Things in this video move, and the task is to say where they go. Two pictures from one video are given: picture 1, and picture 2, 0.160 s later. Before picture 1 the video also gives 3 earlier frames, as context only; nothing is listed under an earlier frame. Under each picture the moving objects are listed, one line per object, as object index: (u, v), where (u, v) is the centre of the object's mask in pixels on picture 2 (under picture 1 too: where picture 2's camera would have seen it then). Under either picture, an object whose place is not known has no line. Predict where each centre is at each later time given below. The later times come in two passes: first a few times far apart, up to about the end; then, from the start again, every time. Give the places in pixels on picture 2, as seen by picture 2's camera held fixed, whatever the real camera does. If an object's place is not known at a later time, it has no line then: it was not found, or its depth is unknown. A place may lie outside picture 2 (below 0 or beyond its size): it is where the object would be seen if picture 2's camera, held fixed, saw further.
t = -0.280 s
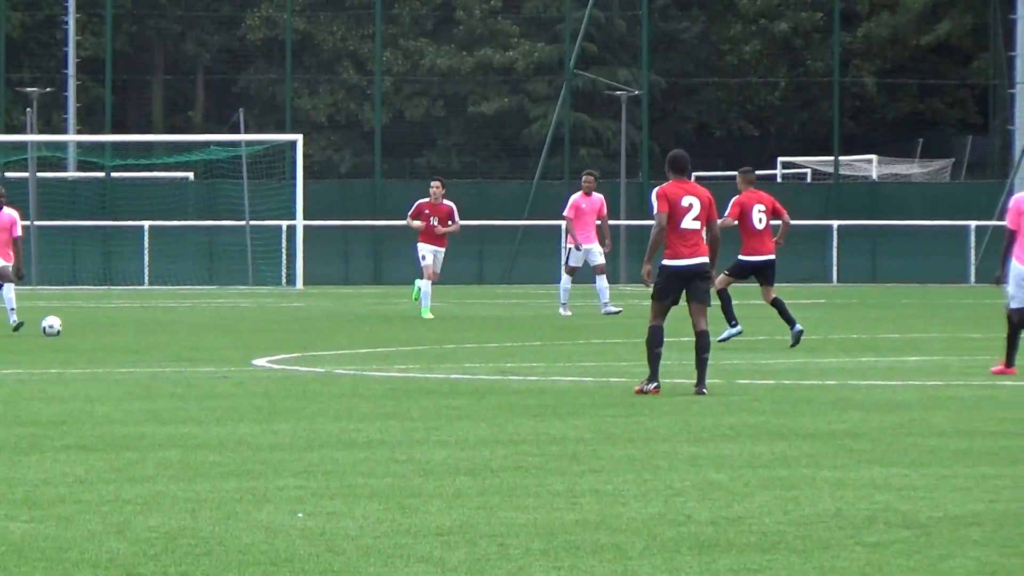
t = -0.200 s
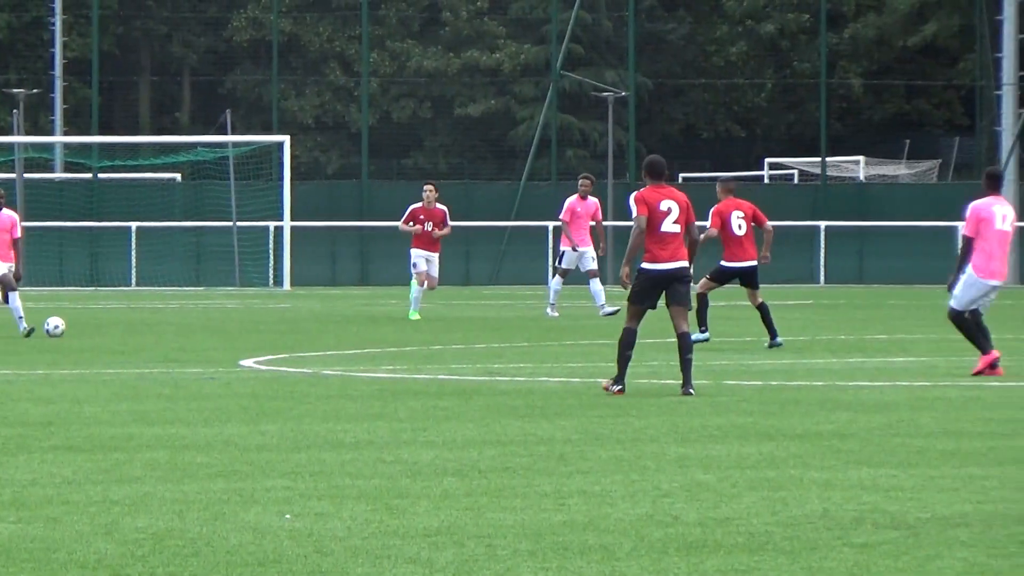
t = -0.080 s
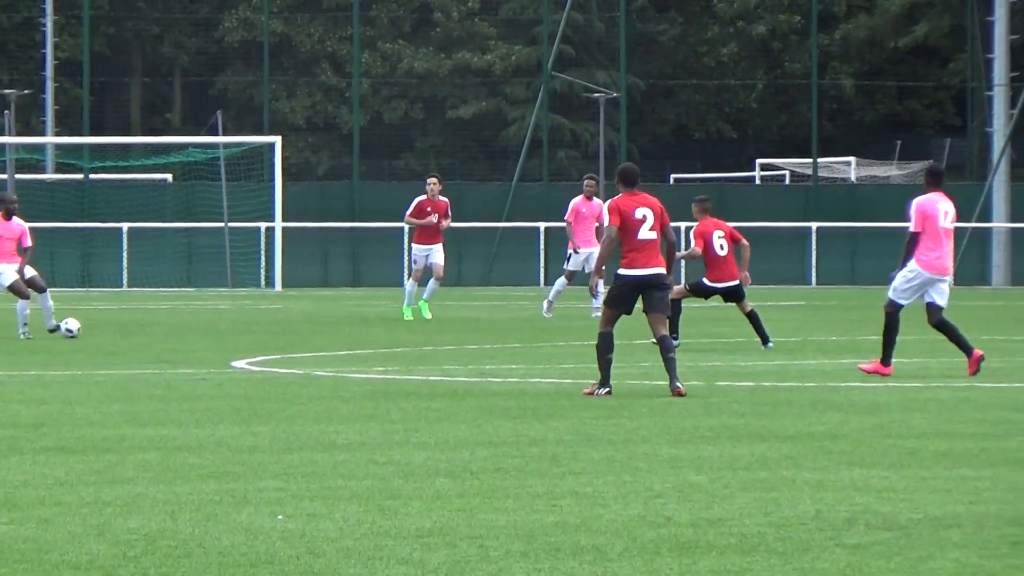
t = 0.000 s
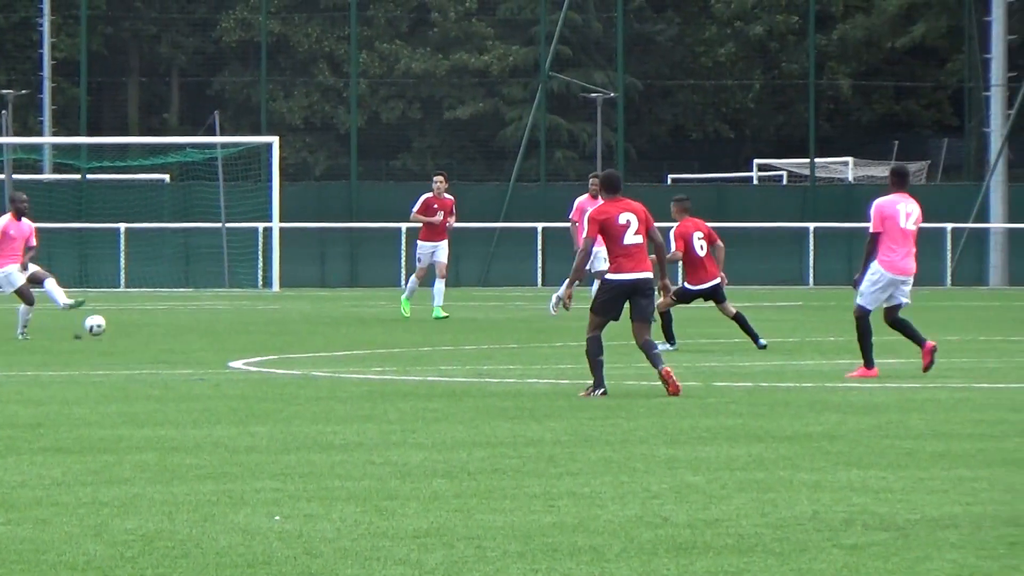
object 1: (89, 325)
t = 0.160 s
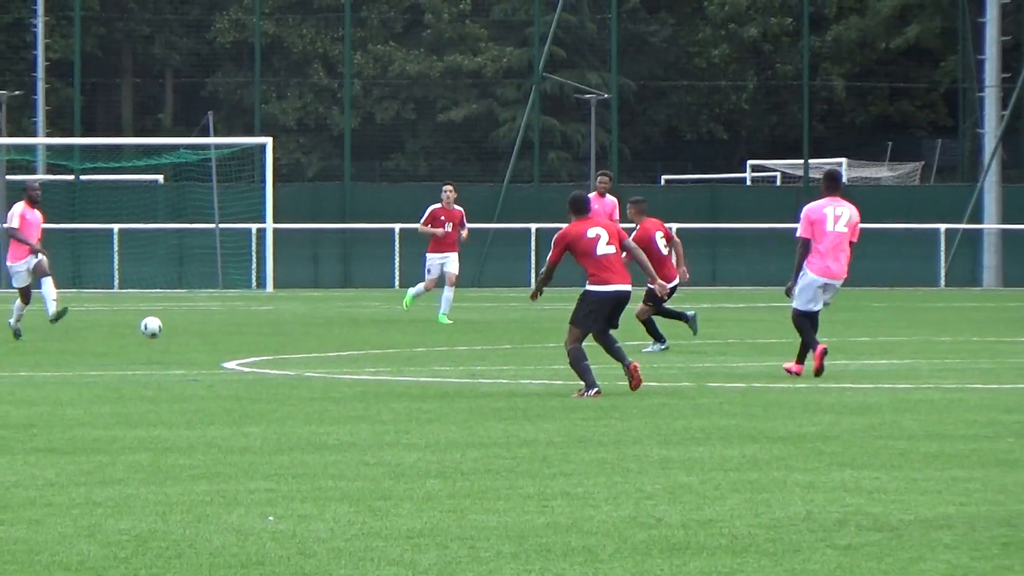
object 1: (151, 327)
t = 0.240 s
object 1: (182, 334)
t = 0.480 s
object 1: (264, 340)
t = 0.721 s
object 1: (345, 343)
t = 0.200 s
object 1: (168, 332)
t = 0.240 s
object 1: (182, 334)
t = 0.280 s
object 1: (196, 330)
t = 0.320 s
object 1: (210, 328)
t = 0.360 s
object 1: (223, 329)
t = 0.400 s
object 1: (237, 330)
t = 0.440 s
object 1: (251, 336)
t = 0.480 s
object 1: (264, 340)
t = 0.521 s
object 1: (278, 338)
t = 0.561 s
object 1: (292, 334)
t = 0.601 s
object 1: (305, 333)
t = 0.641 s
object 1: (319, 334)
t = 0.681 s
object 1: (331, 337)
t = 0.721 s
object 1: (345, 343)
